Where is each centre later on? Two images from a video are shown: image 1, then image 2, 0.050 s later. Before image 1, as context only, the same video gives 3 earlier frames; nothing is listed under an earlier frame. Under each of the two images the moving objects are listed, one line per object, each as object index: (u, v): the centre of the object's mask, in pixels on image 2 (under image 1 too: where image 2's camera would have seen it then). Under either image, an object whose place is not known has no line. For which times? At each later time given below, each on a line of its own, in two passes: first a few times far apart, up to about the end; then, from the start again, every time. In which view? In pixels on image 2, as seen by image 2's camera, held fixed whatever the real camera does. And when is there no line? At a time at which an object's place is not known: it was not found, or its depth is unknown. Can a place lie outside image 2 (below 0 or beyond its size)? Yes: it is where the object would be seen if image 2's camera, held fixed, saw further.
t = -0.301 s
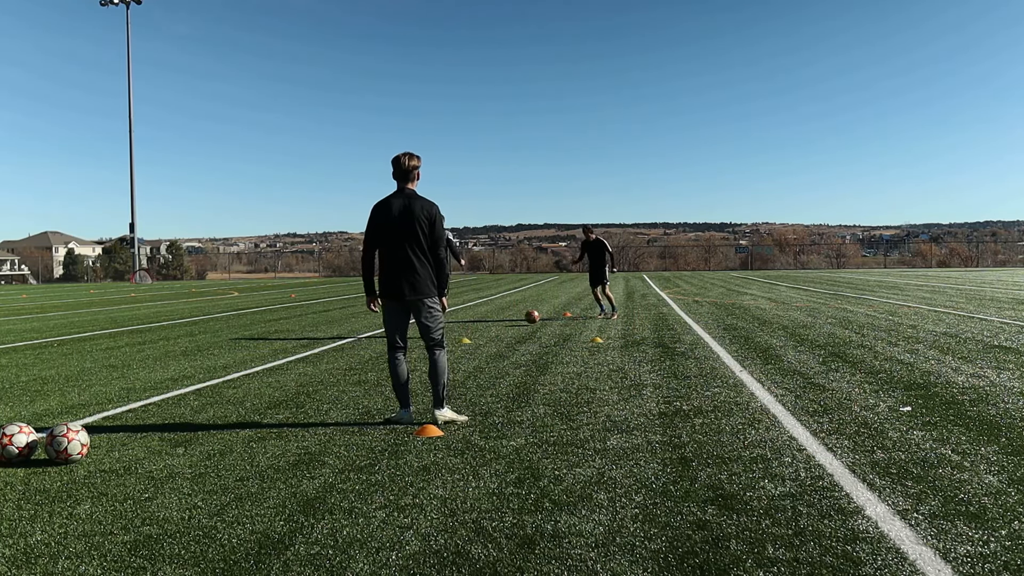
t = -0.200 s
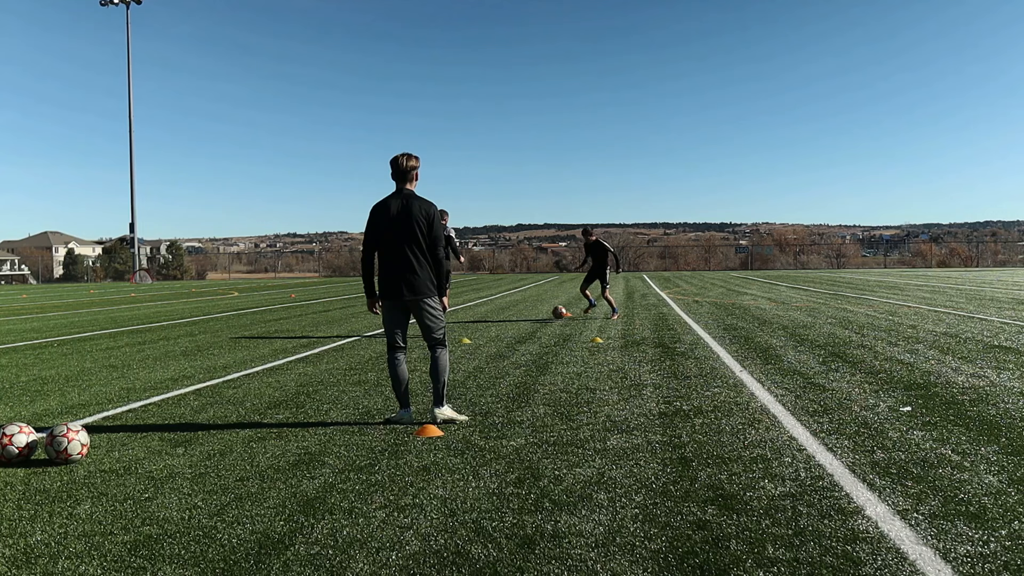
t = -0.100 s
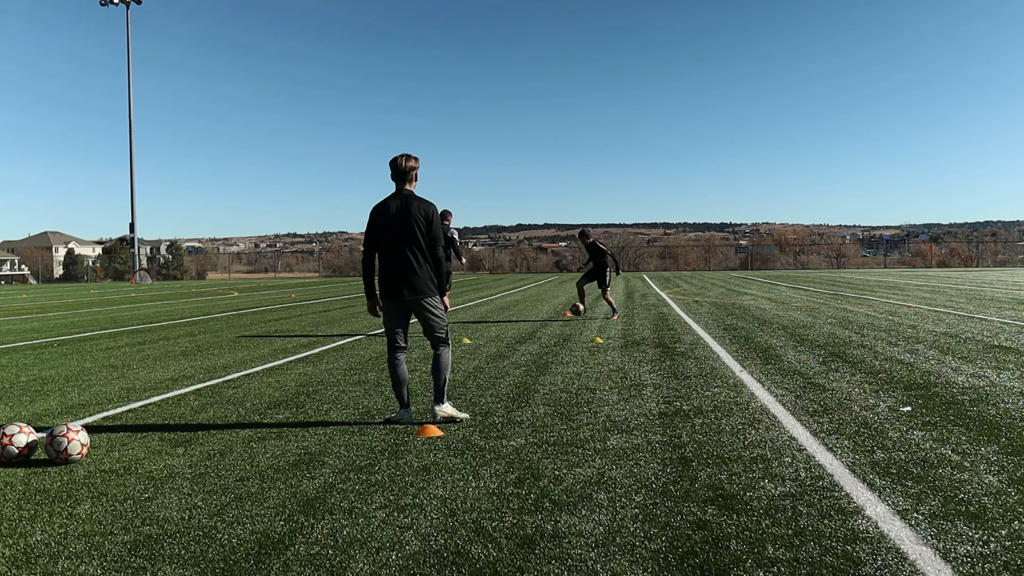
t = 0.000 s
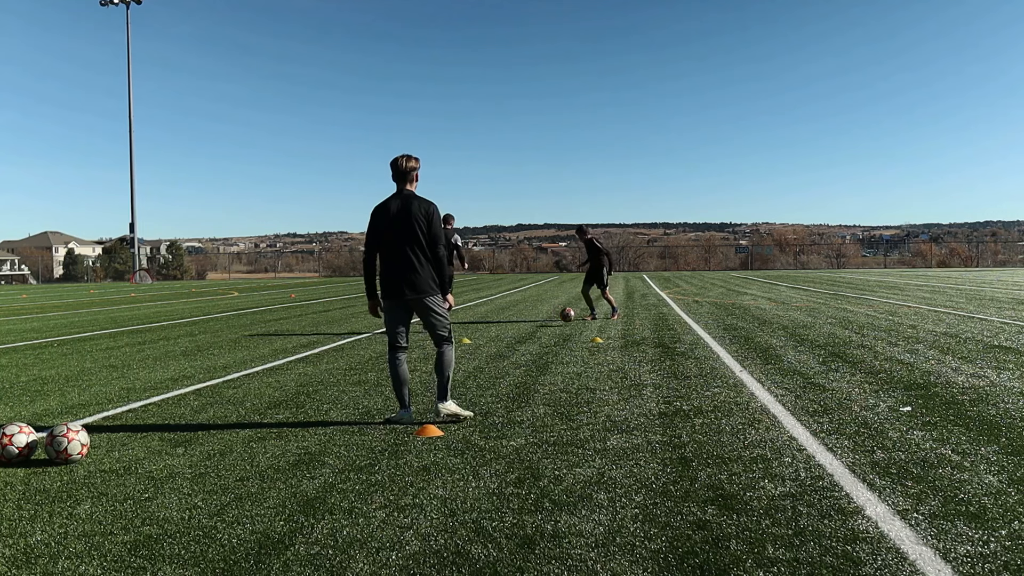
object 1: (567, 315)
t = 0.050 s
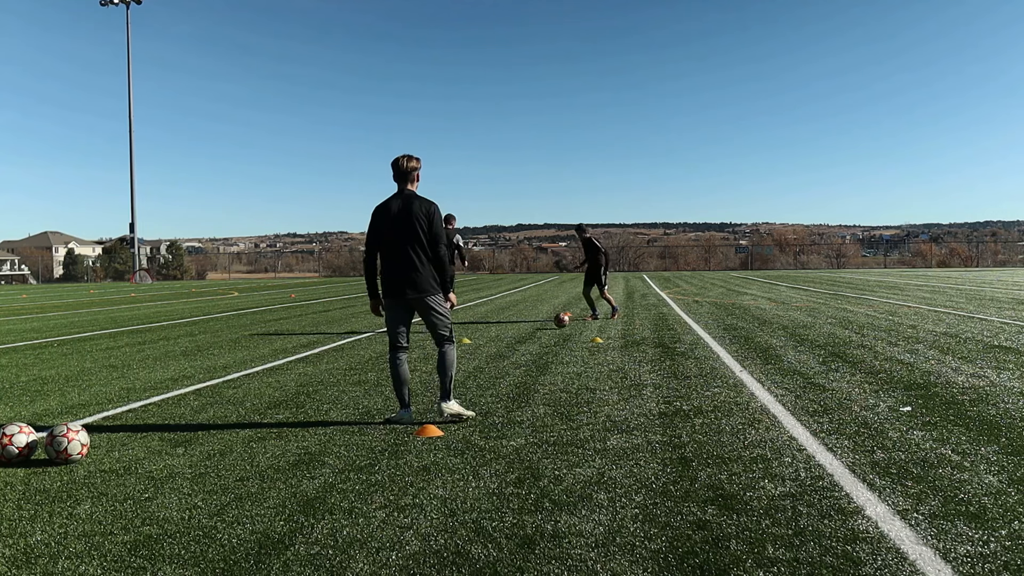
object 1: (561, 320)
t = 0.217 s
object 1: (539, 325)
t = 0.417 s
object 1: (506, 341)
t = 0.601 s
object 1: (471, 355)
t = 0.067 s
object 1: (559, 322)
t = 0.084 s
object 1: (557, 323)
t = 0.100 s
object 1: (555, 323)
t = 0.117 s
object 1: (553, 323)
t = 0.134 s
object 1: (551, 323)
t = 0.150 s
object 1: (548, 323)
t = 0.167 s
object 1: (546, 323)
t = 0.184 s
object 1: (544, 323)
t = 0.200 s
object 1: (542, 324)
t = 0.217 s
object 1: (539, 325)
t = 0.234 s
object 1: (537, 326)
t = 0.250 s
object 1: (534, 328)
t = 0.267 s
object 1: (531, 329)
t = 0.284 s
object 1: (529, 331)
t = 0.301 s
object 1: (526, 334)
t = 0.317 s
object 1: (523, 336)
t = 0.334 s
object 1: (520, 339)
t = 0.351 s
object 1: (517, 340)
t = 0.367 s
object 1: (515, 340)
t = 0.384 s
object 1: (512, 340)
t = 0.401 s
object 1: (509, 341)
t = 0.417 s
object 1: (506, 341)
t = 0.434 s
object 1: (503, 342)
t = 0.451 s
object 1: (500, 343)
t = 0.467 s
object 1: (497, 345)
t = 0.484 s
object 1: (494, 347)
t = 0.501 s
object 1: (491, 349)
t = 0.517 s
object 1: (487, 352)
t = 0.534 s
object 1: (484, 354)
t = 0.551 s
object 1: (481, 354)
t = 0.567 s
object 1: (478, 354)
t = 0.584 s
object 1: (474, 354)
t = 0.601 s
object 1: (471, 355)
